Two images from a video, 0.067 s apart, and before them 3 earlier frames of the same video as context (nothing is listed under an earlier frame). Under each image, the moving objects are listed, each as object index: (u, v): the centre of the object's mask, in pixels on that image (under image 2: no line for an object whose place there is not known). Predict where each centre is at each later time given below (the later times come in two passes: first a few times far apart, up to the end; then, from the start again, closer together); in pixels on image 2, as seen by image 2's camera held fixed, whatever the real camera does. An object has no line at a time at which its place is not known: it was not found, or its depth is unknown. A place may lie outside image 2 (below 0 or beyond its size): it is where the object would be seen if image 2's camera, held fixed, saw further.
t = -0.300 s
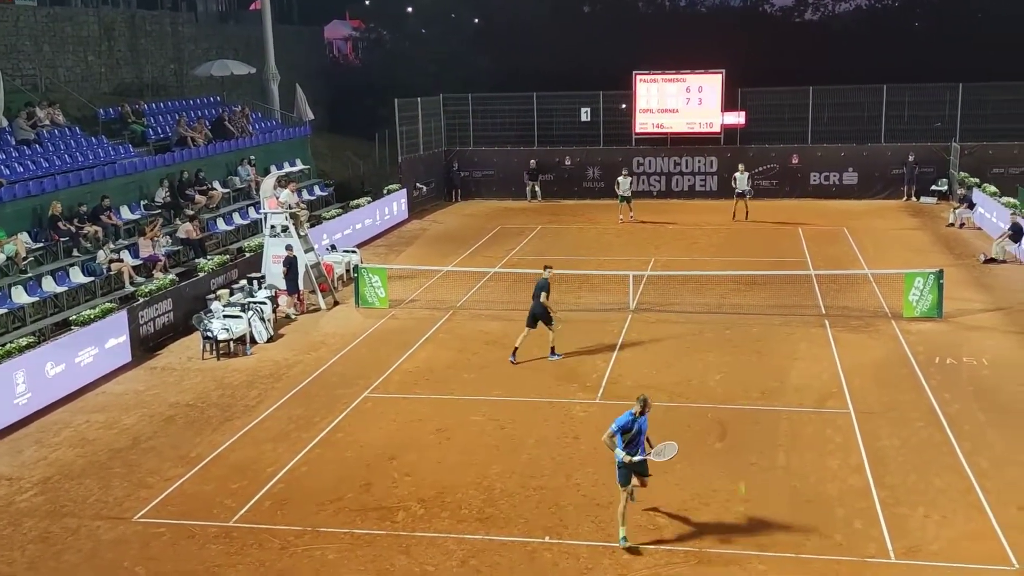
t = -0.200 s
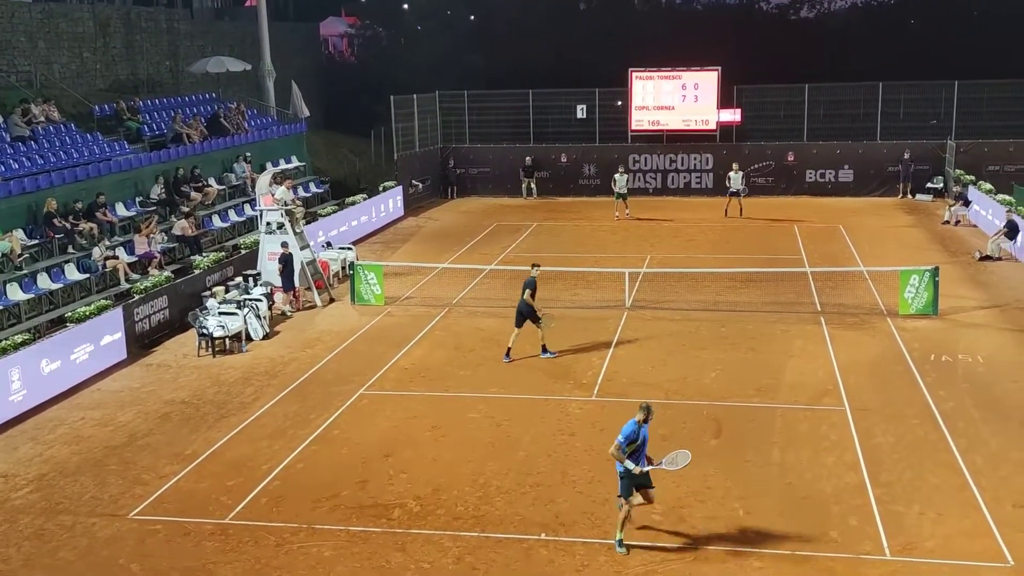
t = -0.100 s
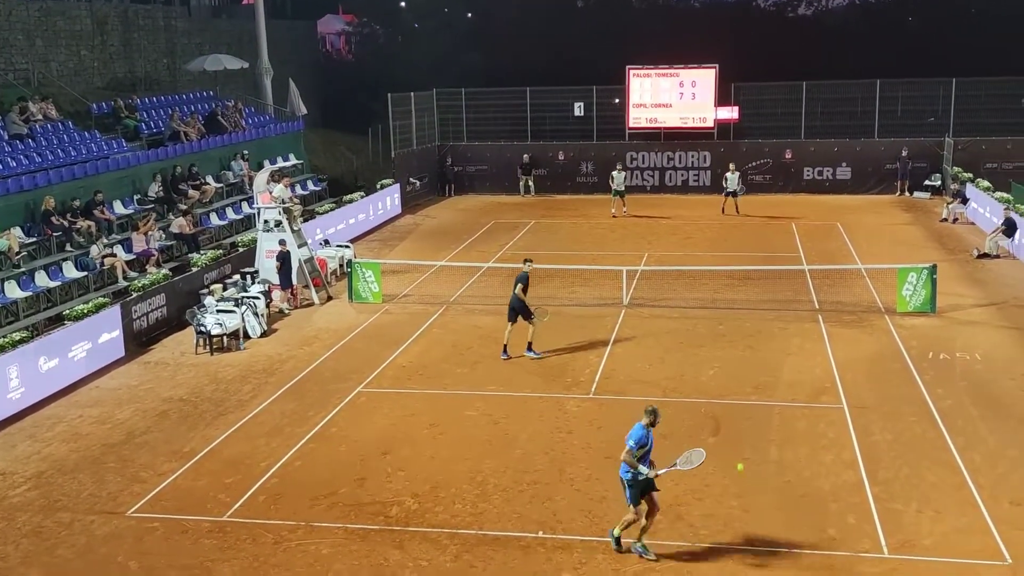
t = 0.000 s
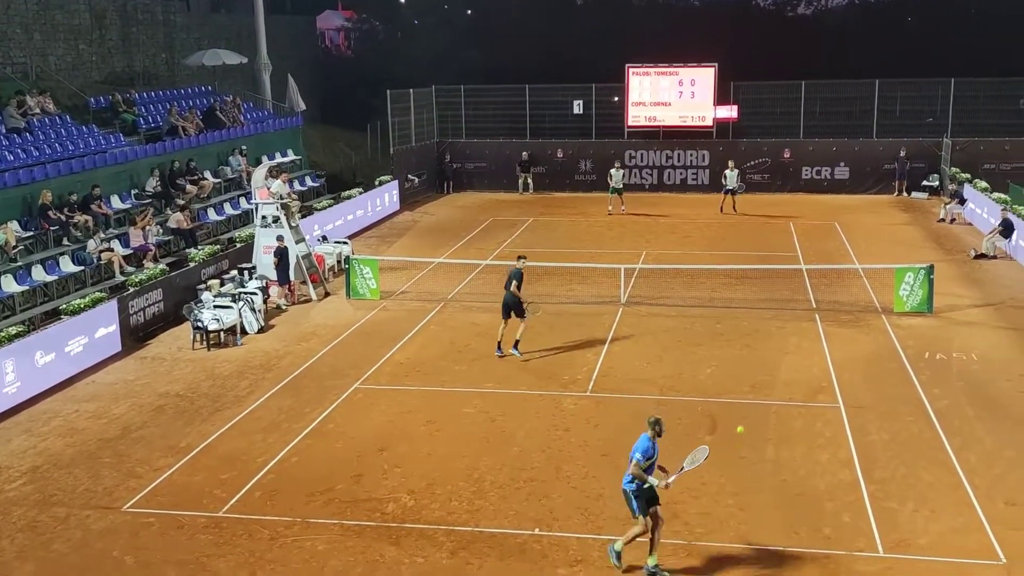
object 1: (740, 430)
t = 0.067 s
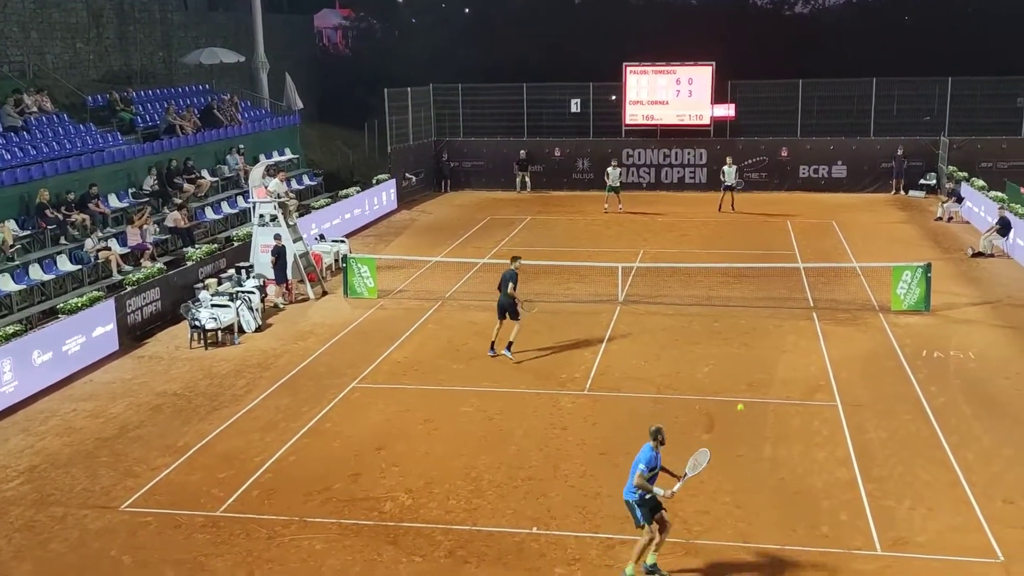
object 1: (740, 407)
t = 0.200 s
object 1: (746, 378)
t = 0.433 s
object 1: (754, 358)
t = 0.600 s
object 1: (760, 372)
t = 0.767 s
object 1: (766, 411)
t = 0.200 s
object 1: (746, 378)
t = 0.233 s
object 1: (747, 372)
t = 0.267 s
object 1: (748, 368)
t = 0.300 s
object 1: (750, 364)
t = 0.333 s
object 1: (750, 361)
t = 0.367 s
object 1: (752, 359)
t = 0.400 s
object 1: (753, 358)
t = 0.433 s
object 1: (754, 358)
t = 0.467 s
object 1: (755, 359)
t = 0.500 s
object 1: (756, 361)
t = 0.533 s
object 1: (757, 364)
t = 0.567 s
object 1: (759, 368)
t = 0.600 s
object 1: (760, 372)
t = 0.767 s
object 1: (766, 411)
